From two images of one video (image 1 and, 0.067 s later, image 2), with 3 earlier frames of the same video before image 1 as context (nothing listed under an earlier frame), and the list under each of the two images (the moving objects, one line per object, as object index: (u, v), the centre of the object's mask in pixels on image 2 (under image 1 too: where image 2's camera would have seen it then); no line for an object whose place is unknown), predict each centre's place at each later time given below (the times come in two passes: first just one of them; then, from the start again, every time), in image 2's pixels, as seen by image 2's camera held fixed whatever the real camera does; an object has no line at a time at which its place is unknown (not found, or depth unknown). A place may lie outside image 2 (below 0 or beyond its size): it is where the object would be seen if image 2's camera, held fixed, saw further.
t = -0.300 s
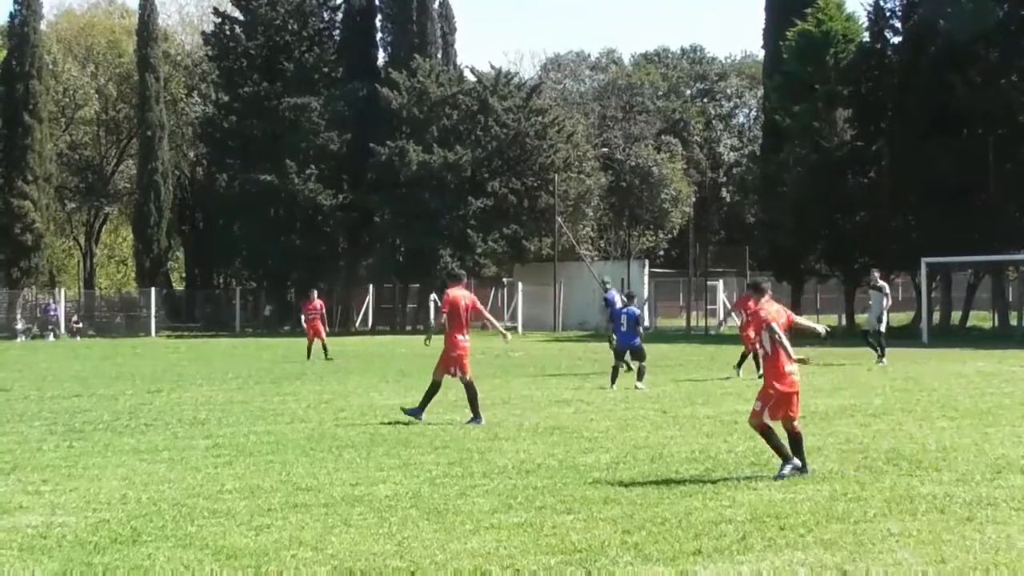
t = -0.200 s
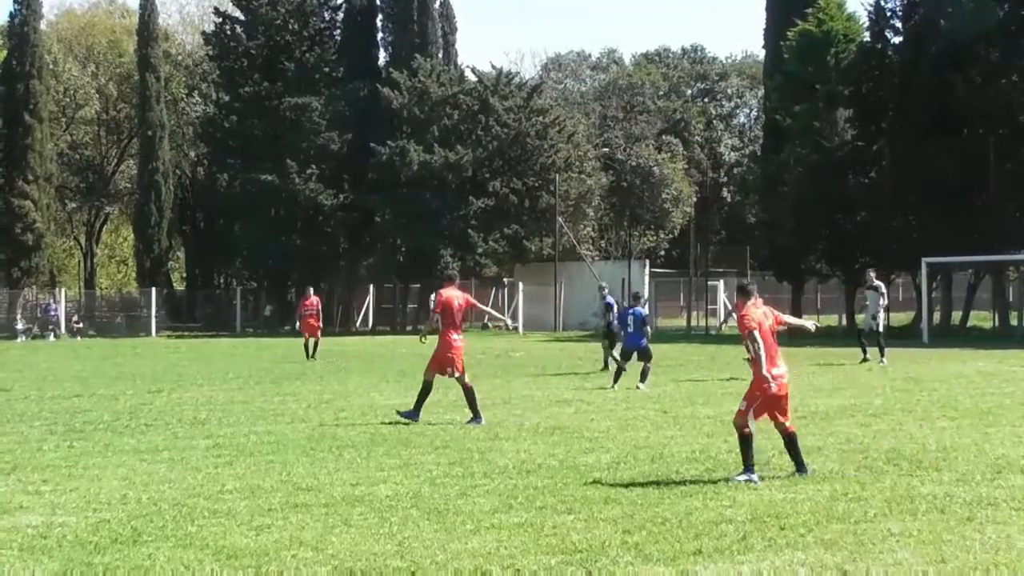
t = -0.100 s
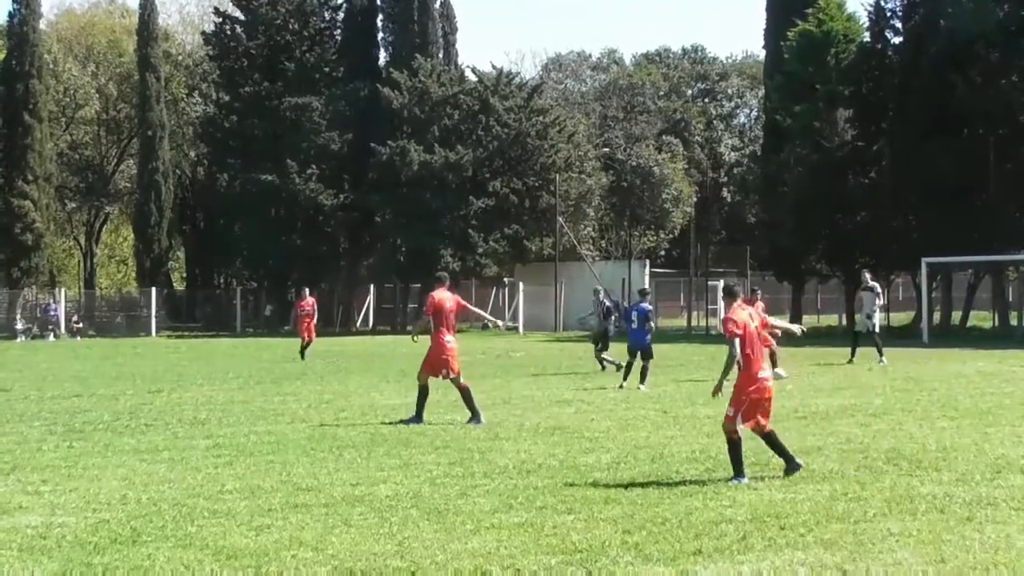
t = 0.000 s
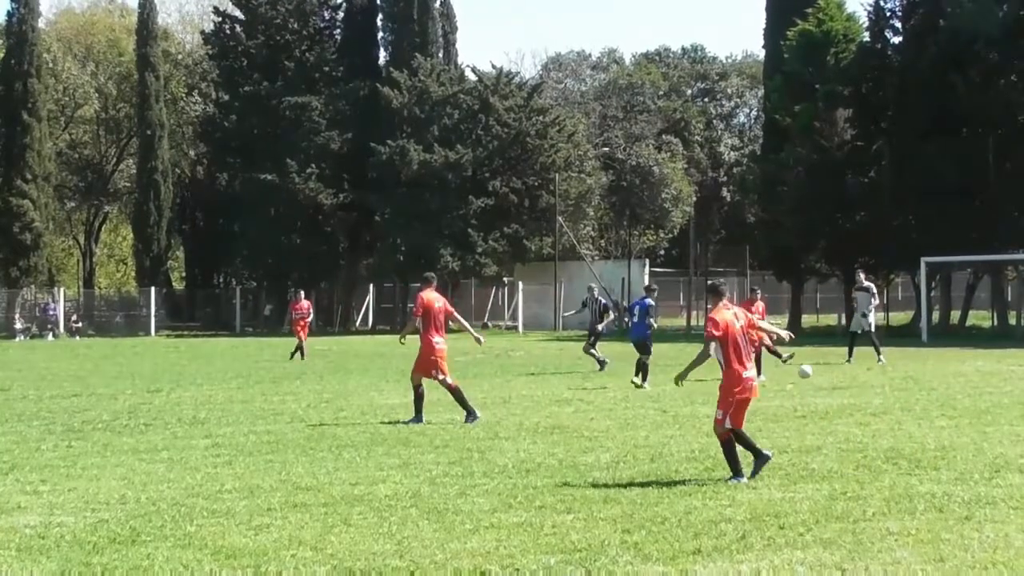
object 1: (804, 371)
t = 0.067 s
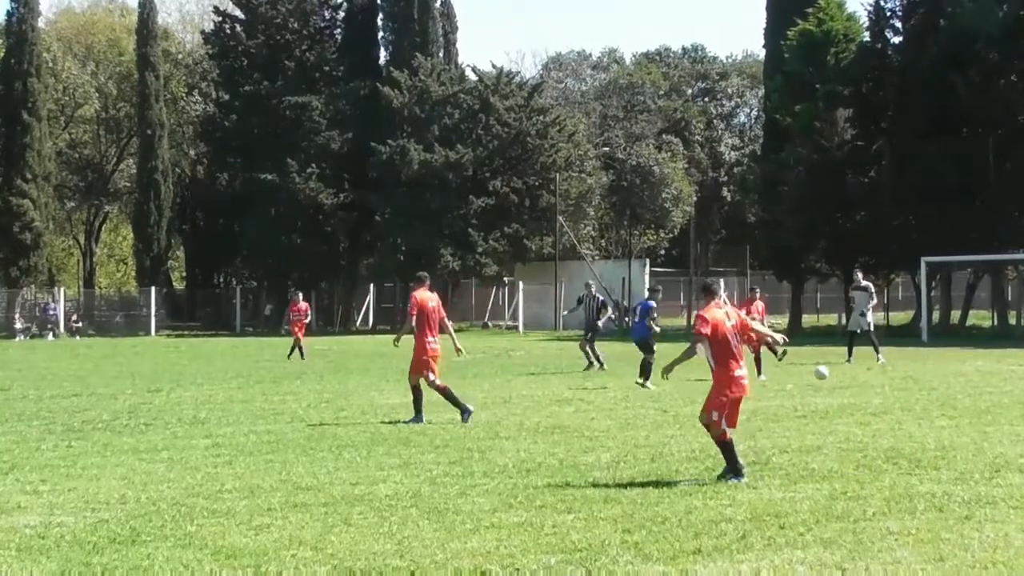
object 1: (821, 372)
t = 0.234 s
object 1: (868, 385)
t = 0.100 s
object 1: (833, 375)
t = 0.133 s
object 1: (845, 378)
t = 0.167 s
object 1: (850, 379)
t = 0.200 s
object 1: (861, 384)
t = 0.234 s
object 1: (868, 385)
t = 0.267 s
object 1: (872, 384)
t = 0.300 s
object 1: (879, 382)
